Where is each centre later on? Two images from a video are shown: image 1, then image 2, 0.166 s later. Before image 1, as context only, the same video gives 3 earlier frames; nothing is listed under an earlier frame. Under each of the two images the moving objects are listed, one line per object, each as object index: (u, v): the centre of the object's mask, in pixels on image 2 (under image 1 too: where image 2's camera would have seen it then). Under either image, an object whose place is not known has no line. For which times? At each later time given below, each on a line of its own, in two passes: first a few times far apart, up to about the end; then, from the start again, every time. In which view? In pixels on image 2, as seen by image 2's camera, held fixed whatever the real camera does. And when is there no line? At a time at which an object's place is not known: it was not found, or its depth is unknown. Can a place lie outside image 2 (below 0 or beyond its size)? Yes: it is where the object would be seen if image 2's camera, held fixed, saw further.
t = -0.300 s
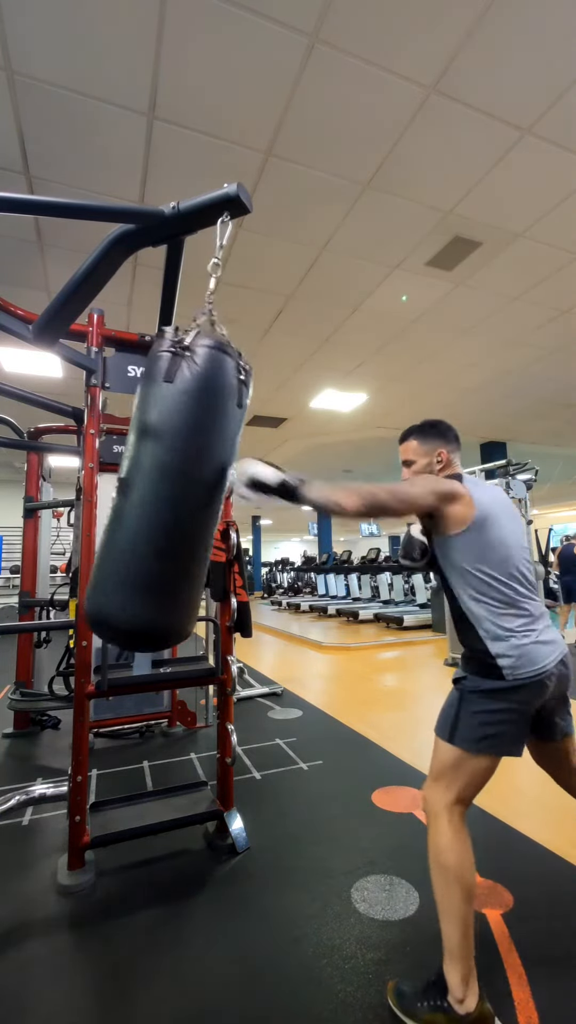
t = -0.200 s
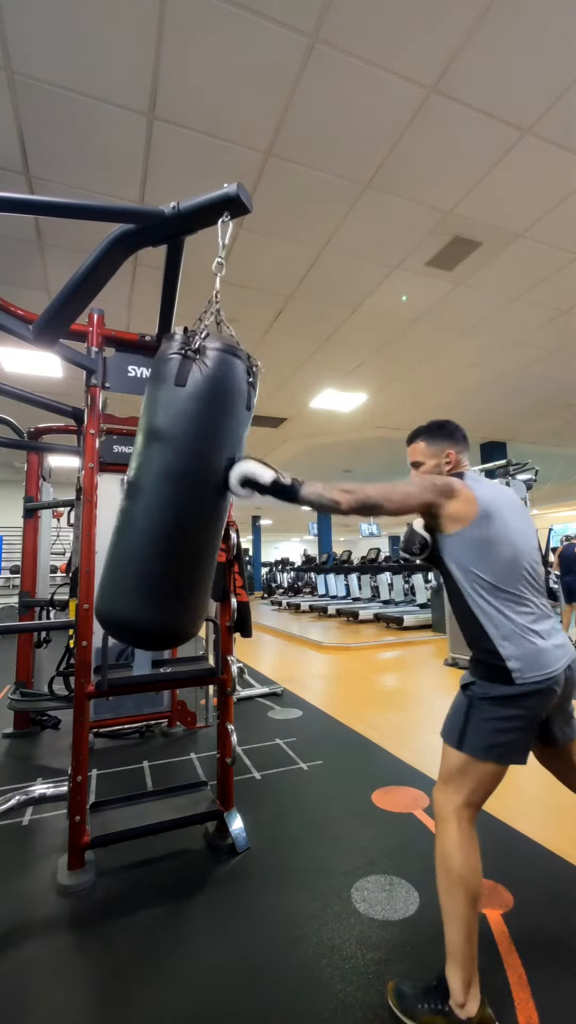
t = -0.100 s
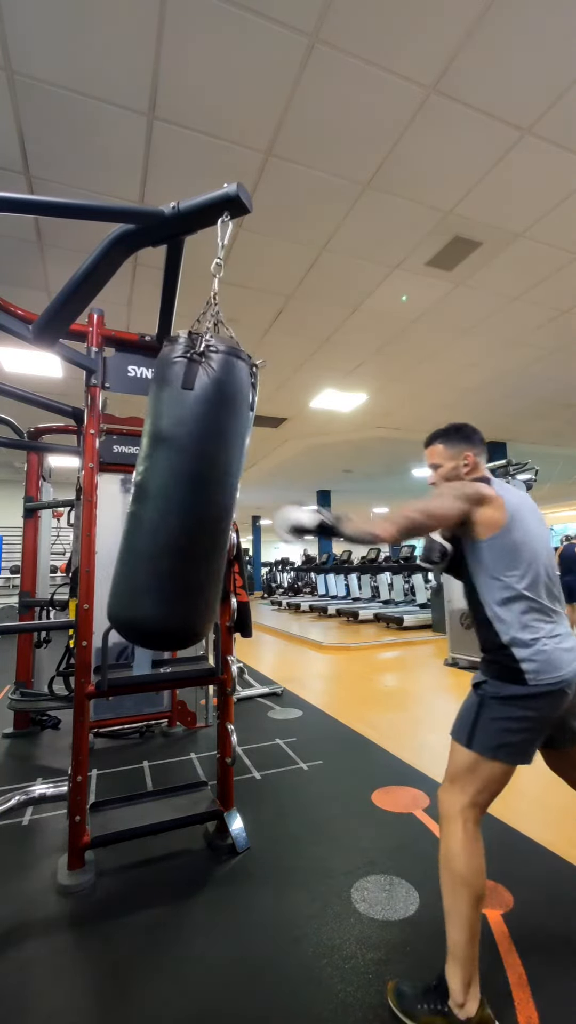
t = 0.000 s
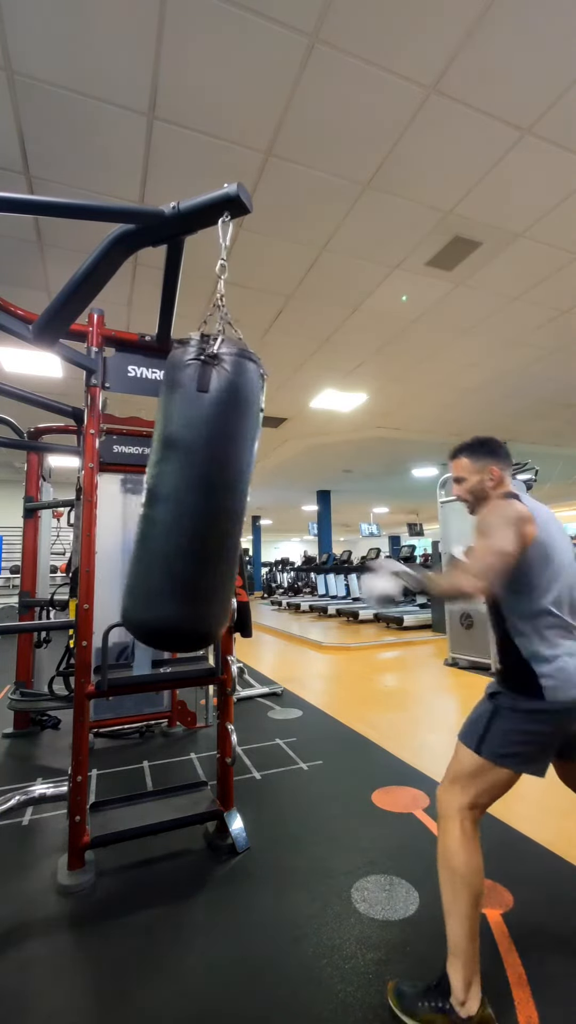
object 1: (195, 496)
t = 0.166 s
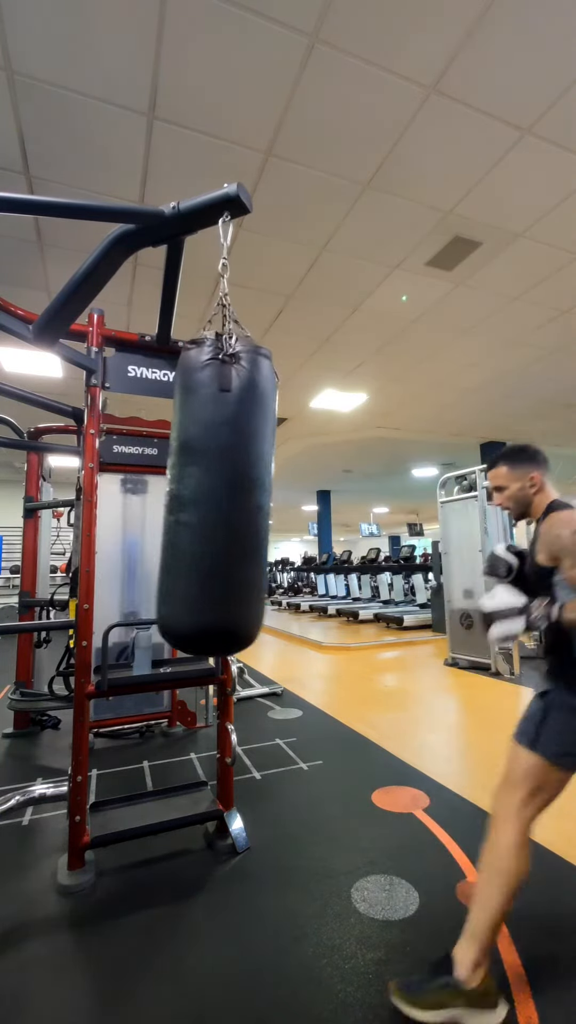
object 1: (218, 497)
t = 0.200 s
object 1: (223, 498)
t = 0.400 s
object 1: (255, 498)
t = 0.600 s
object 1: (278, 496)
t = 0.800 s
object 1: (285, 495)
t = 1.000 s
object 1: (268, 497)
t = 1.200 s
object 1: (234, 501)
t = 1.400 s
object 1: (200, 502)
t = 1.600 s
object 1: (178, 500)
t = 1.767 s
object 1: (174, 496)
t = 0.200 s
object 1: (223, 498)
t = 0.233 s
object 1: (228, 499)
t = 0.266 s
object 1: (233, 499)
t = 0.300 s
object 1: (239, 499)
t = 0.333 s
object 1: (245, 500)
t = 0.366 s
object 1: (250, 499)
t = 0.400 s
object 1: (255, 498)
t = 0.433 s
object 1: (260, 499)
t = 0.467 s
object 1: (263, 498)
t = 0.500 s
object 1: (267, 498)
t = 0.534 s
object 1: (272, 498)
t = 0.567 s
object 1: (275, 497)
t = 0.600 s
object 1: (278, 496)
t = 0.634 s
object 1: (281, 496)
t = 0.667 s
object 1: (283, 496)
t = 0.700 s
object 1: (284, 495)
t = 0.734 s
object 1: (285, 495)
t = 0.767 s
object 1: (285, 496)
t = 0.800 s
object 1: (285, 495)
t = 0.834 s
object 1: (283, 495)
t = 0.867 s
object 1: (282, 495)
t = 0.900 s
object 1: (279, 496)
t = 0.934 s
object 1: (276, 496)
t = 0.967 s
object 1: (273, 496)
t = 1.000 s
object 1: (268, 497)
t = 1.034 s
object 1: (264, 498)
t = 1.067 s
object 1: (259, 498)
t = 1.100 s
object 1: (253, 499)
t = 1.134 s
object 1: (247, 500)
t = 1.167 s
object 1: (241, 500)
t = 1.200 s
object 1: (234, 501)
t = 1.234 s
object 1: (228, 501)
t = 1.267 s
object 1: (222, 502)
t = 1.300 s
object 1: (217, 502)
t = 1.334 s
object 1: (211, 503)
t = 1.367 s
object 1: (205, 502)
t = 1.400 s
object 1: (200, 502)
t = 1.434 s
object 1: (195, 502)
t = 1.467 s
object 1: (191, 502)
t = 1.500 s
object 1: (187, 501)
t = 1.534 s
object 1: (183, 501)
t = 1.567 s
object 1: (180, 500)
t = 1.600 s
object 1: (178, 500)
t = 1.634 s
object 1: (176, 499)
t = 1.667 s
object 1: (175, 499)
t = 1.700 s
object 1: (174, 498)
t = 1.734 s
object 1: (174, 497)
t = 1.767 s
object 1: (174, 496)
